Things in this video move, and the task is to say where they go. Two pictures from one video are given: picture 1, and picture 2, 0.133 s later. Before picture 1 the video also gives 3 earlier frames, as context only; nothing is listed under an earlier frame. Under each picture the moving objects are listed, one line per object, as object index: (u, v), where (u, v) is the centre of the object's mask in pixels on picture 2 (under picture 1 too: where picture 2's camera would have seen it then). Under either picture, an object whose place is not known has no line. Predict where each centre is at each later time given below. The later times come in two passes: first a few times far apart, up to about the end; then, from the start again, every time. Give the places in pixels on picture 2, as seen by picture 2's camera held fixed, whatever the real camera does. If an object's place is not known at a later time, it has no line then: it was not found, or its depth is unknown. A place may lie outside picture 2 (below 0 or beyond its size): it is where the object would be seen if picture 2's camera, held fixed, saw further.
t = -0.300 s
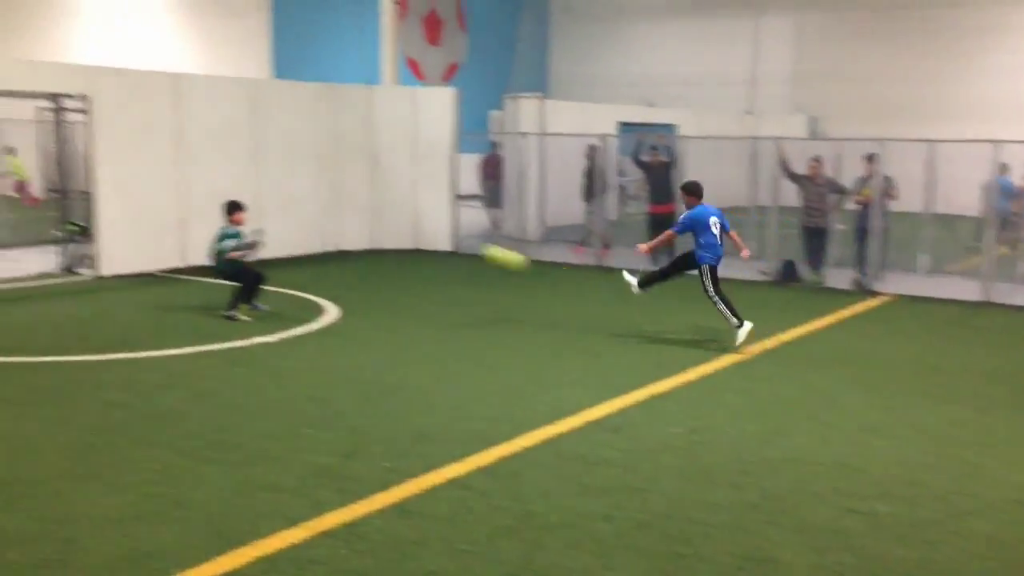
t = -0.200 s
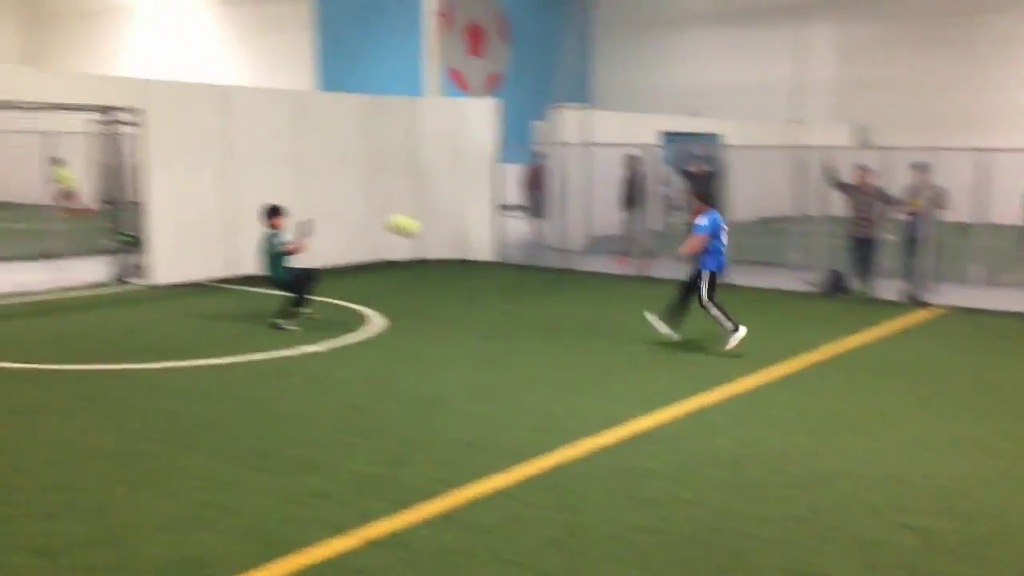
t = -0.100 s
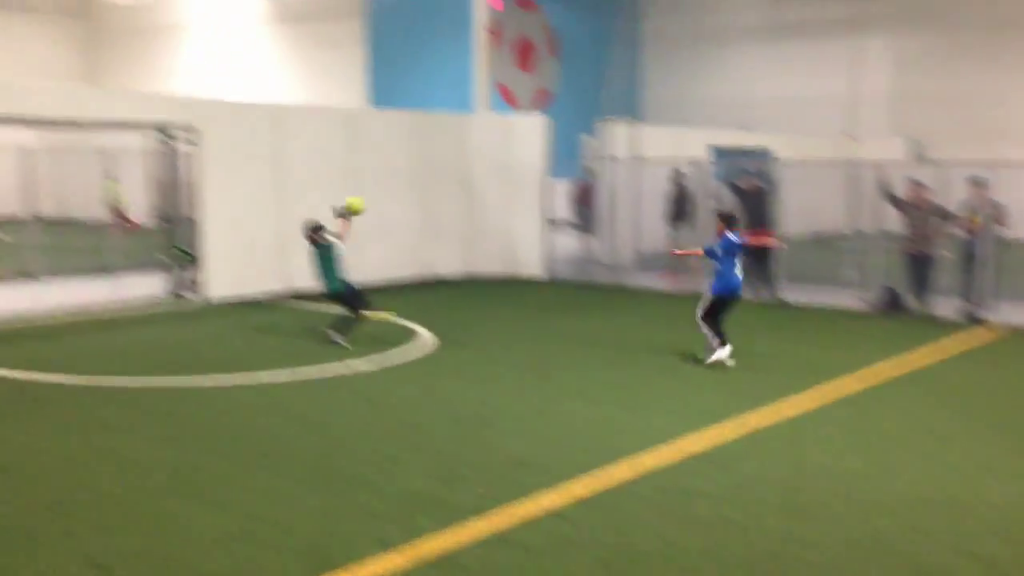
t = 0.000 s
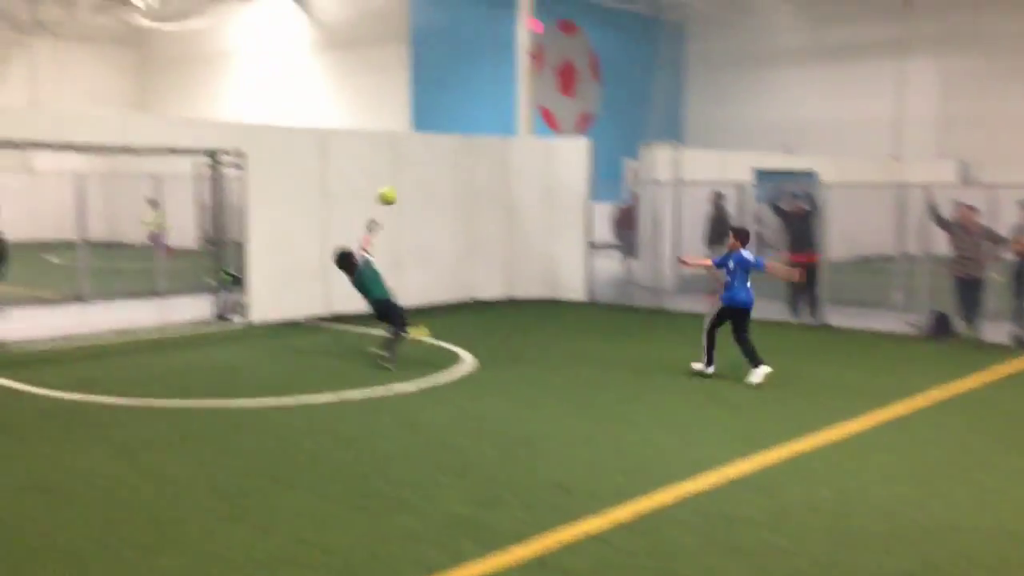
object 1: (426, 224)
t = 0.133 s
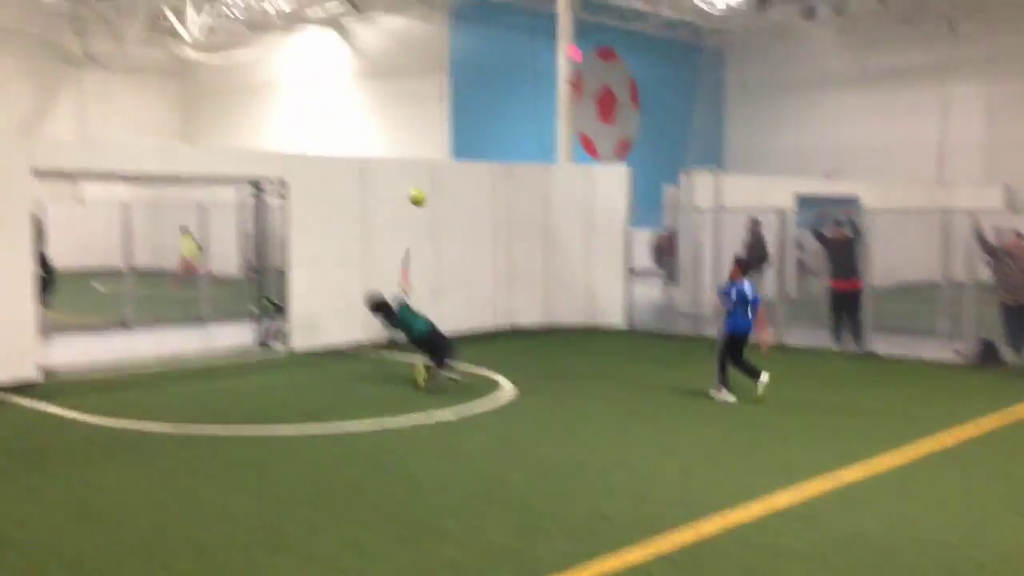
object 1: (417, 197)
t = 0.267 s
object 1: (410, 189)
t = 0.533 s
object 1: (395, 216)
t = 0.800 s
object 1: (438, 266)
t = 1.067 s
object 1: (496, 328)
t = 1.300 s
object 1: (532, 310)
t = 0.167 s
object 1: (414, 193)
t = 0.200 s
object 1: (413, 191)
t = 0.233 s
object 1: (412, 190)
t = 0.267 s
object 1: (410, 189)
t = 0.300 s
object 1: (408, 189)
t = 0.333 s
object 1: (406, 191)
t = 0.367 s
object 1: (404, 194)
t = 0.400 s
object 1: (402, 197)
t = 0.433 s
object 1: (400, 201)
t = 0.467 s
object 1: (398, 205)
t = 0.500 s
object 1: (397, 211)
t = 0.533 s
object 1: (395, 216)
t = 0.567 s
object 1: (393, 223)
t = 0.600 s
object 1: (390, 231)
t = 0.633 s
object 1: (395, 236)
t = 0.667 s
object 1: (405, 240)
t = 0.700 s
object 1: (413, 246)
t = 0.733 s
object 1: (422, 251)
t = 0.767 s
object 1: (430, 259)
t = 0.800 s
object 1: (438, 266)
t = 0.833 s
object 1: (446, 275)
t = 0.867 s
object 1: (455, 285)
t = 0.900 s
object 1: (463, 296)
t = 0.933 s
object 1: (471, 306)
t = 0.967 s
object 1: (478, 317)
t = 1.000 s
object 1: (488, 330)
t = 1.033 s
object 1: (492, 332)
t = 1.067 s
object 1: (496, 328)
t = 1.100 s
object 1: (503, 321)
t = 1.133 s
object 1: (507, 318)
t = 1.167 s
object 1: (513, 315)
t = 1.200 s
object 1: (517, 313)
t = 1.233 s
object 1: (522, 311)
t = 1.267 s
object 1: (527, 310)
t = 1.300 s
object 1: (532, 310)
